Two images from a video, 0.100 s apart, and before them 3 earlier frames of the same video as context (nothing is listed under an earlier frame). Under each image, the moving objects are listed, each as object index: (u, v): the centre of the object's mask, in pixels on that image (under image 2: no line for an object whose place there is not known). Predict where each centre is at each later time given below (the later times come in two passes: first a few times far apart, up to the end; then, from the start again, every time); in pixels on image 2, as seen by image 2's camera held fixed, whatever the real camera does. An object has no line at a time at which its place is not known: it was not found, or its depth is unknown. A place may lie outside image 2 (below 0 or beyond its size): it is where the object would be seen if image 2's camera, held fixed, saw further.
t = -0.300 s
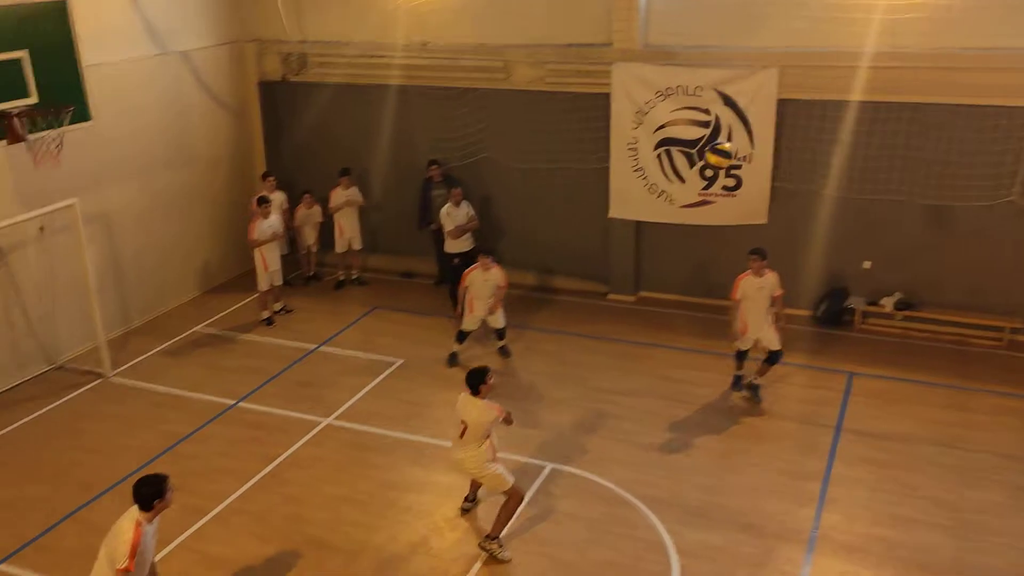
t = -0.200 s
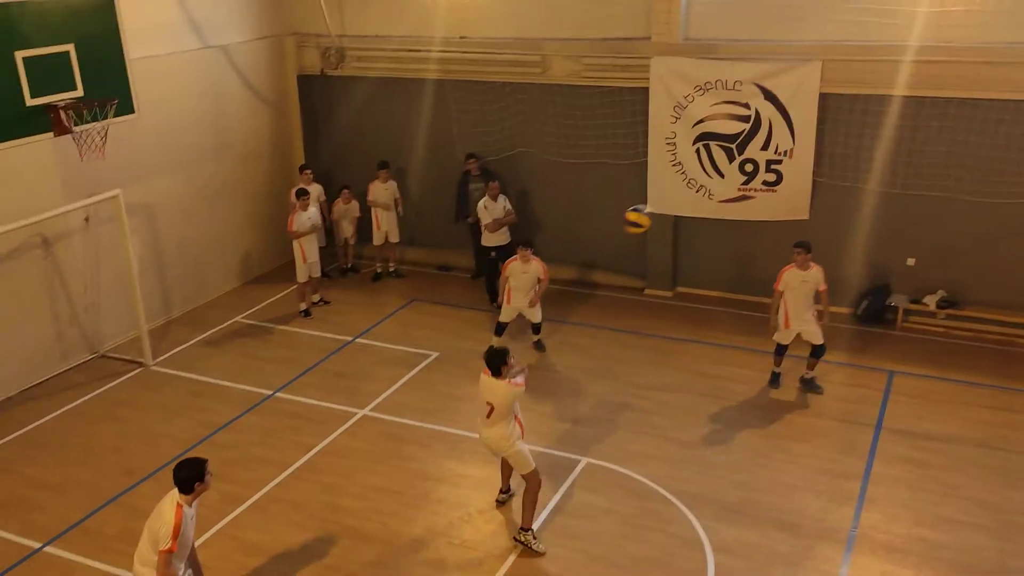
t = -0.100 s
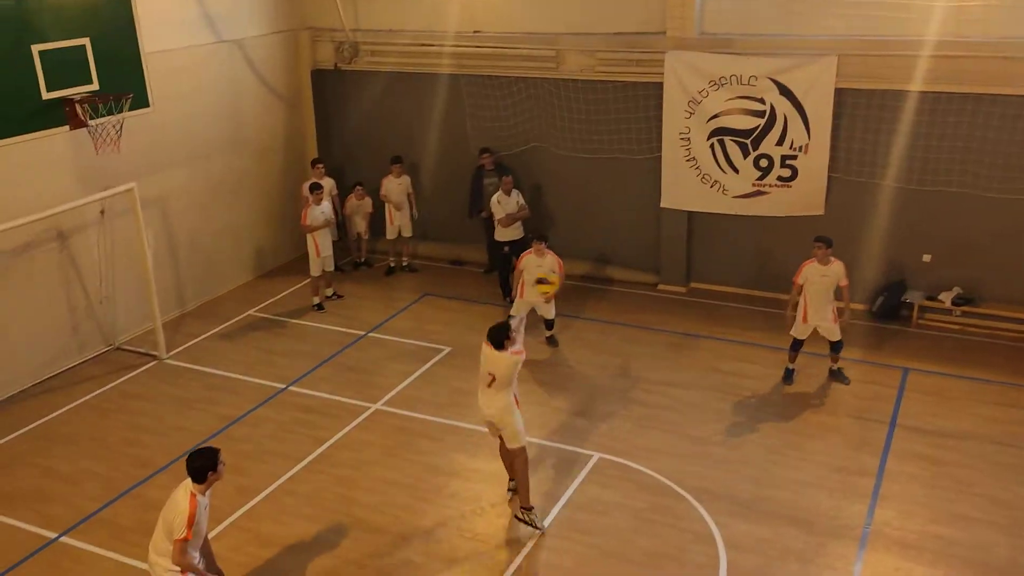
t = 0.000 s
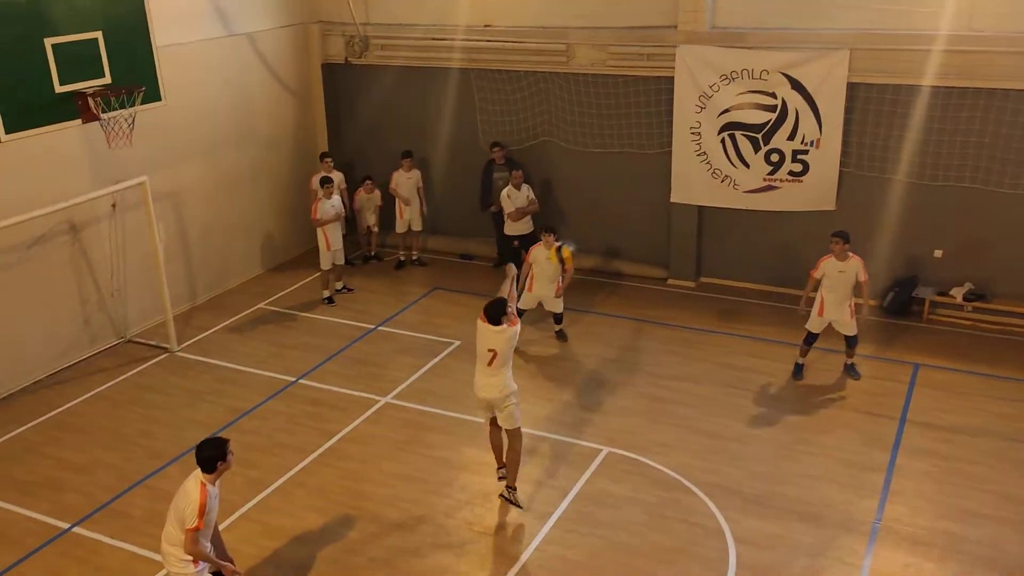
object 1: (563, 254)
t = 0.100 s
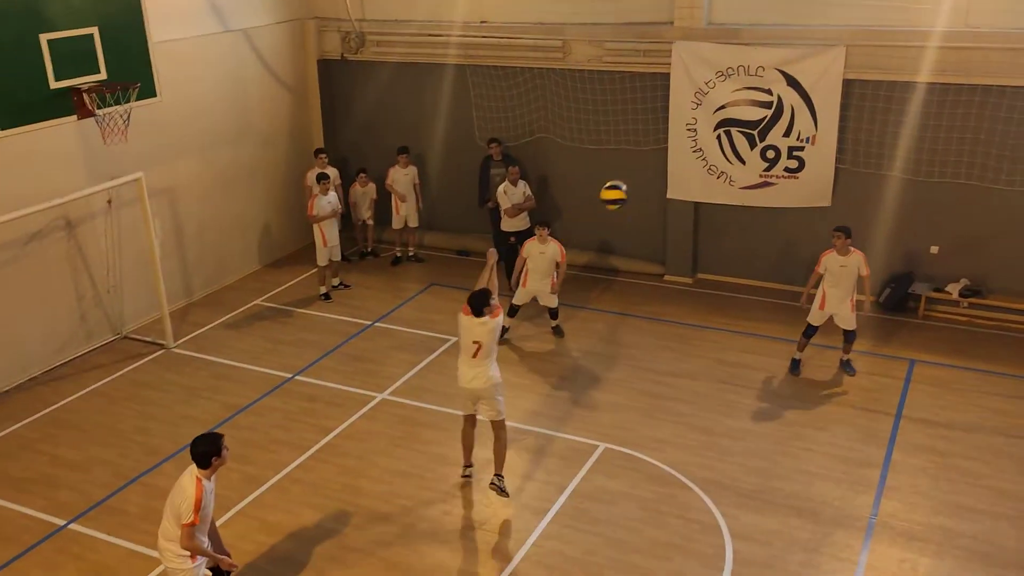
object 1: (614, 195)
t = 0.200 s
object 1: (674, 146)
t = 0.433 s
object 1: (836, 72)
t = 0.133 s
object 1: (634, 177)
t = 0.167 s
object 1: (654, 160)
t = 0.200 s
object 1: (674, 146)
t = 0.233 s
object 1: (695, 133)
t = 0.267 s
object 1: (717, 119)
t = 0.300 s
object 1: (740, 105)
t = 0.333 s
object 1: (762, 96)
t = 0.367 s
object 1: (786, 87)
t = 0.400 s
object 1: (811, 78)
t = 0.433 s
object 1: (836, 72)
